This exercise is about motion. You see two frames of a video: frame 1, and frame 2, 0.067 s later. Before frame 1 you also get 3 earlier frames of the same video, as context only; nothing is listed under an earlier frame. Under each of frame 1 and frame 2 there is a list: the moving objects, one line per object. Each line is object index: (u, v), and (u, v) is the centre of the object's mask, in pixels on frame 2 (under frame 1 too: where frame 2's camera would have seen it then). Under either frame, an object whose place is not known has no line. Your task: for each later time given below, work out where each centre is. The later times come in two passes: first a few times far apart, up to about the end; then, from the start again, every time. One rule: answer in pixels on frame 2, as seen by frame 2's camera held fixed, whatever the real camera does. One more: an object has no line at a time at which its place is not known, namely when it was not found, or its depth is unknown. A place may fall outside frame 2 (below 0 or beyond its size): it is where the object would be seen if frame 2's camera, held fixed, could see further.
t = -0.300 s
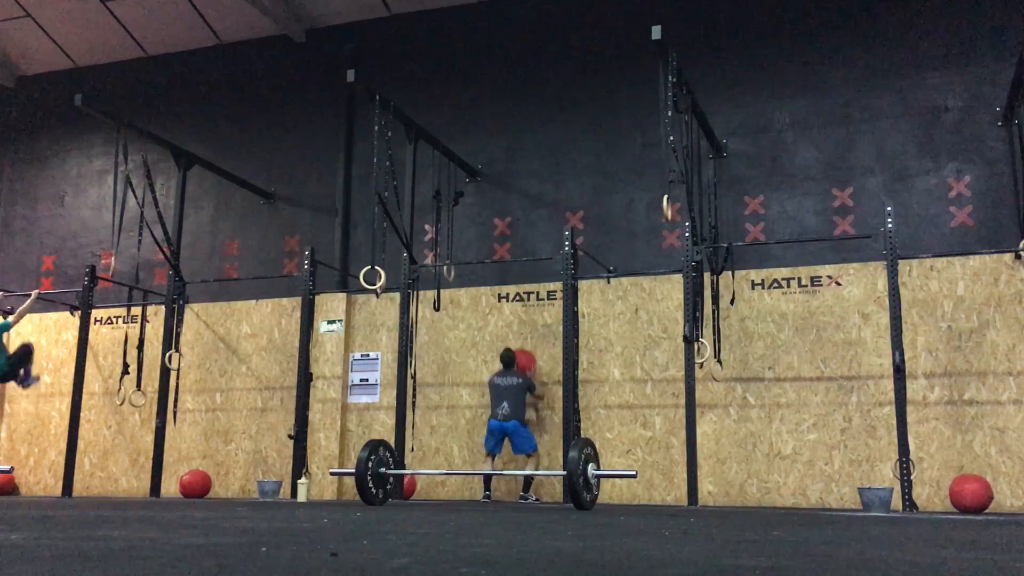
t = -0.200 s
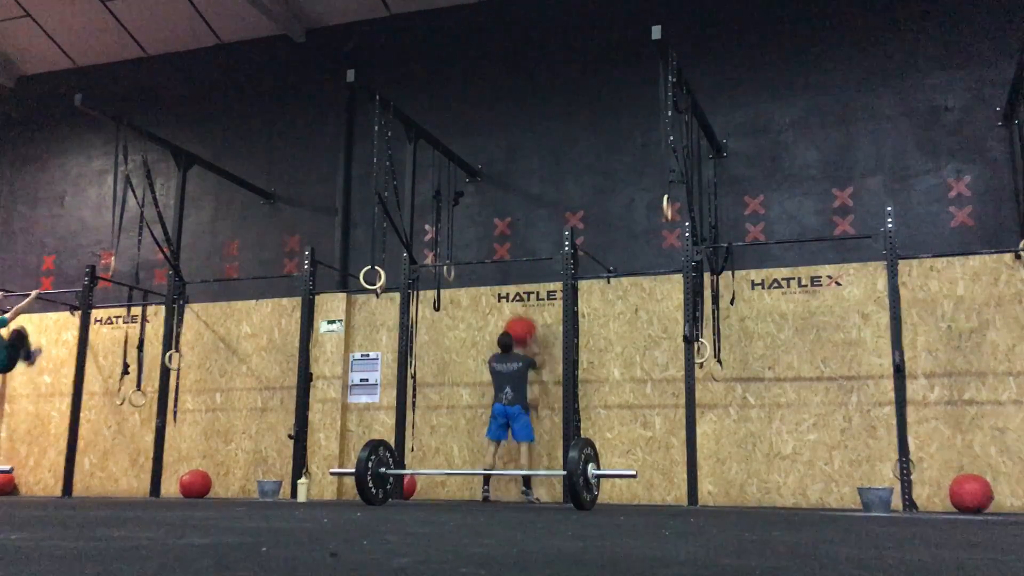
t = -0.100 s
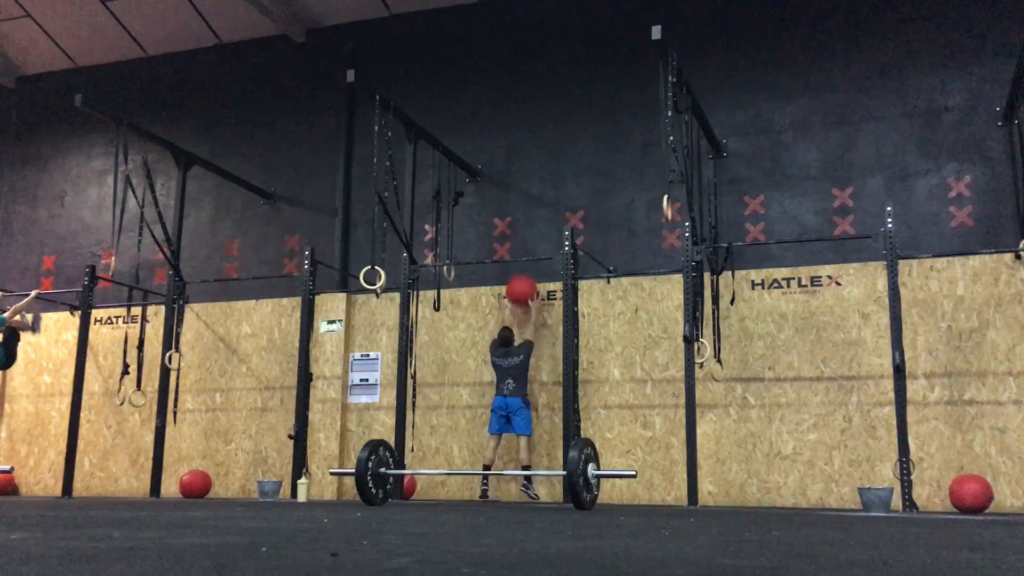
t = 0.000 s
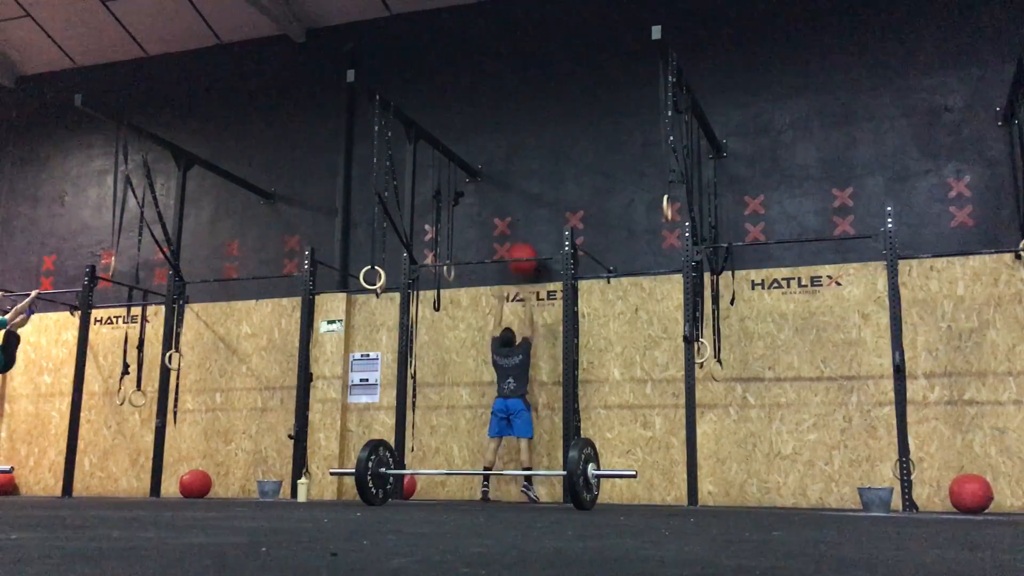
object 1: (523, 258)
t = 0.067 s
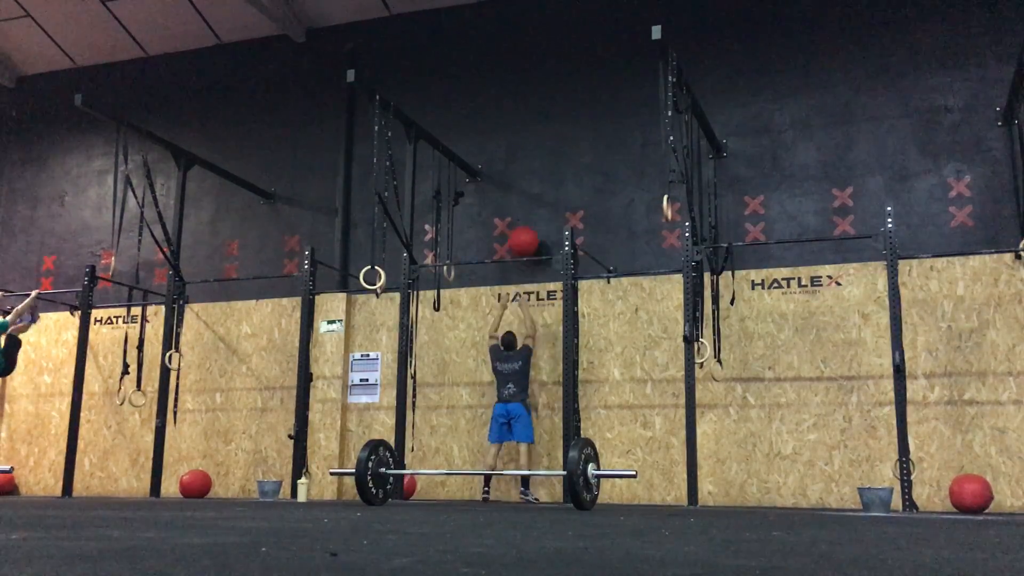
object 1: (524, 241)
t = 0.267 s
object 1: (526, 214)
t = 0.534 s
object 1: (524, 224)
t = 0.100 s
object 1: (524, 235)
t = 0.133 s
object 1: (524, 229)
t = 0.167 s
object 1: (525, 223)
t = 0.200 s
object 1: (525, 219)
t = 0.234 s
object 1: (526, 216)
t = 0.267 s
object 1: (526, 214)
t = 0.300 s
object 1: (526, 213)
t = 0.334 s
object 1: (526, 213)
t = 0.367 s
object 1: (525, 212)
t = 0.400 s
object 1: (525, 212)
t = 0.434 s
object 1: (525, 214)
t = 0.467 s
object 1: (524, 216)
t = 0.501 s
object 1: (524, 220)
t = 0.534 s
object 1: (524, 224)
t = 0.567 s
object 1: (523, 230)
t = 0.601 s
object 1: (523, 236)
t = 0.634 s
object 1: (522, 243)
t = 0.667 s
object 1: (521, 248)
